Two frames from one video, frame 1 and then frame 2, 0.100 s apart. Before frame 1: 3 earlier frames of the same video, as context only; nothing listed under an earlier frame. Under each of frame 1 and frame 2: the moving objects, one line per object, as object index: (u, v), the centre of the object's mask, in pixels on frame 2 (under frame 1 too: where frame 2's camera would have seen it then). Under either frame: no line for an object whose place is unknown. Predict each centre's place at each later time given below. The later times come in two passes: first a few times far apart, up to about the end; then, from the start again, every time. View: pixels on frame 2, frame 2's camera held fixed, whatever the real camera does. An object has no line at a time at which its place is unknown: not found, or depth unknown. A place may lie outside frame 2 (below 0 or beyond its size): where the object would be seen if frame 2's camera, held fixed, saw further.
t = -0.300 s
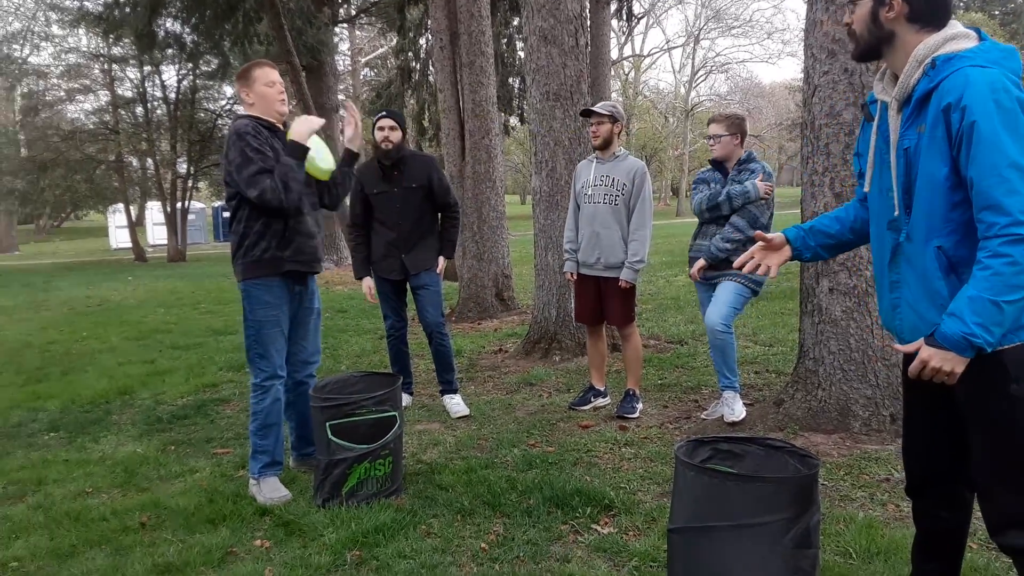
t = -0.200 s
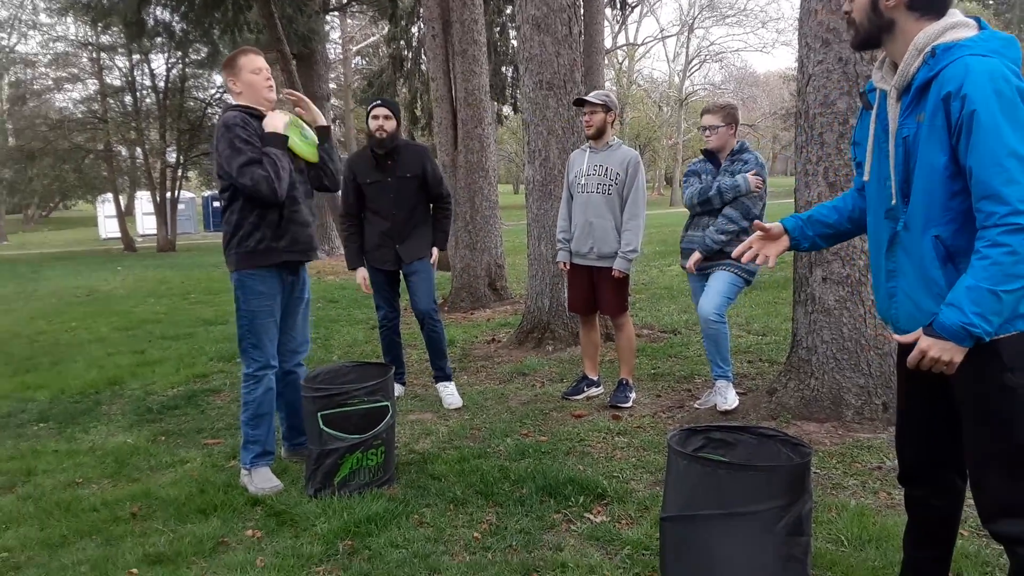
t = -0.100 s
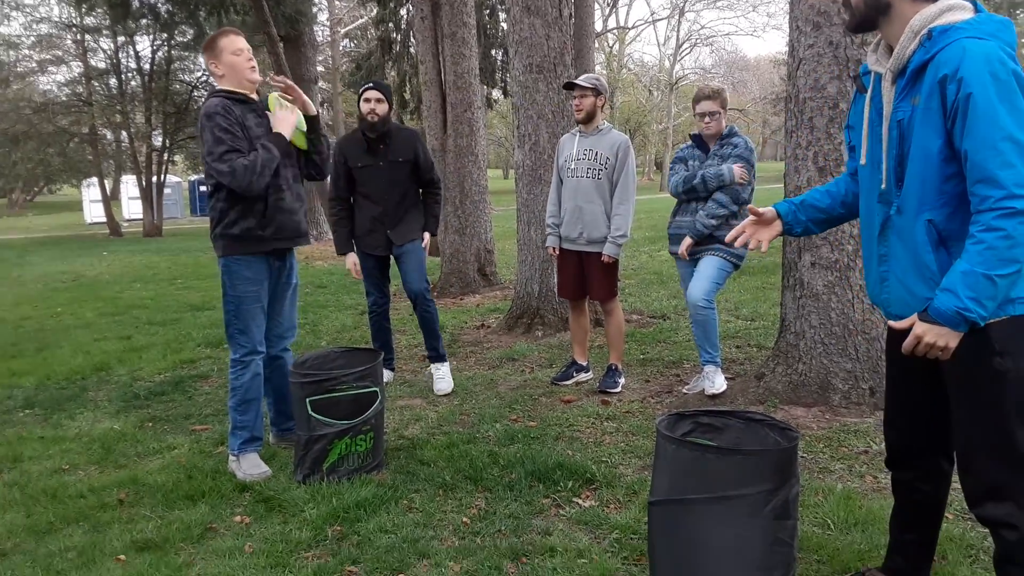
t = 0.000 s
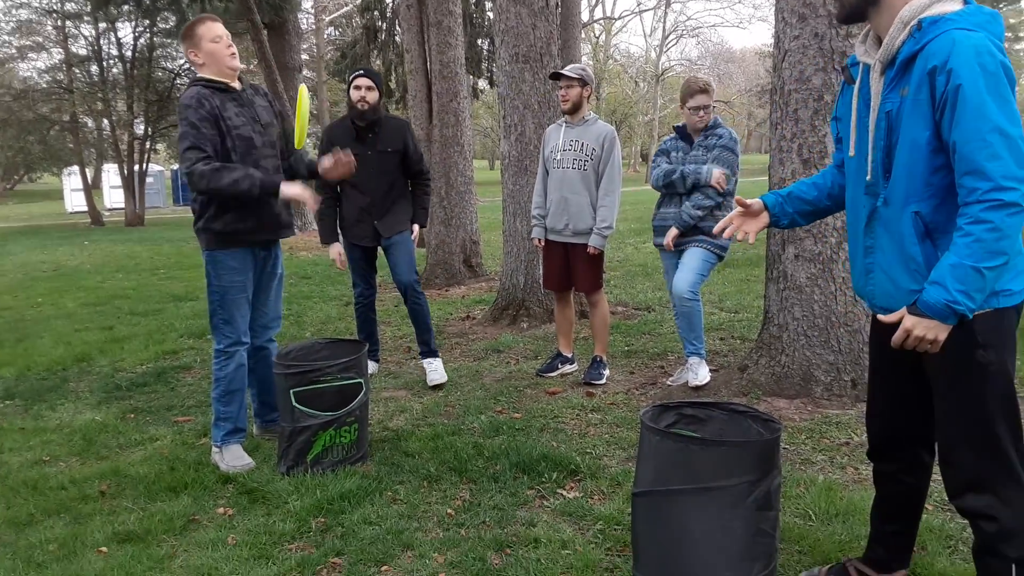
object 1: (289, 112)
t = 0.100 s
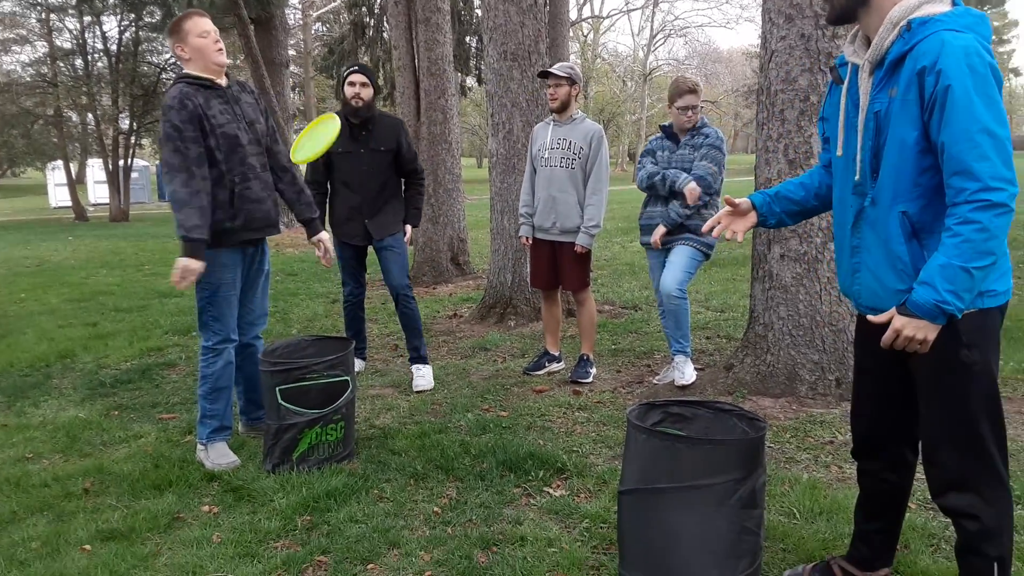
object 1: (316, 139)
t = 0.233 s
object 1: (349, 205)
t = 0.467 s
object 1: (411, 396)
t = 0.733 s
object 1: (406, 423)
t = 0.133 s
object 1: (324, 152)
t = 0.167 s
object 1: (333, 167)
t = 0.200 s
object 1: (340, 185)
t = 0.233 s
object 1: (349, 205)
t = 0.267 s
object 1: (357, 226)
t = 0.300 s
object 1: (366, 250)
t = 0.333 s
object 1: (374, 276)
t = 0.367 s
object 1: (383, 304)
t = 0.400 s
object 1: (393, 332)
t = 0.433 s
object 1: (401, 362)
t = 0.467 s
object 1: (411, 396)
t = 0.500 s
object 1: (417, 419)
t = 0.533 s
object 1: (416, 426)
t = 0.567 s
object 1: (413, 420)
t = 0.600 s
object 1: (412, 417)
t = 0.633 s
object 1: (410, 415)
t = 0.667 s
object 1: (409, 416)
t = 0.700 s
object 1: (407, 419)
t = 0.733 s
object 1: (406, 423)
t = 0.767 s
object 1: (405, 426)
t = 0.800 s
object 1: (403, 428)
